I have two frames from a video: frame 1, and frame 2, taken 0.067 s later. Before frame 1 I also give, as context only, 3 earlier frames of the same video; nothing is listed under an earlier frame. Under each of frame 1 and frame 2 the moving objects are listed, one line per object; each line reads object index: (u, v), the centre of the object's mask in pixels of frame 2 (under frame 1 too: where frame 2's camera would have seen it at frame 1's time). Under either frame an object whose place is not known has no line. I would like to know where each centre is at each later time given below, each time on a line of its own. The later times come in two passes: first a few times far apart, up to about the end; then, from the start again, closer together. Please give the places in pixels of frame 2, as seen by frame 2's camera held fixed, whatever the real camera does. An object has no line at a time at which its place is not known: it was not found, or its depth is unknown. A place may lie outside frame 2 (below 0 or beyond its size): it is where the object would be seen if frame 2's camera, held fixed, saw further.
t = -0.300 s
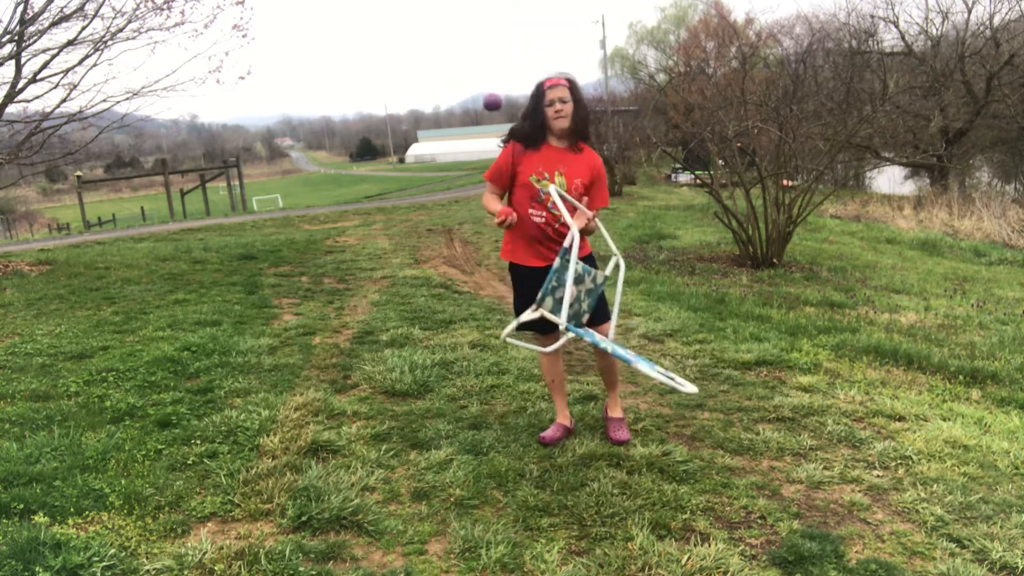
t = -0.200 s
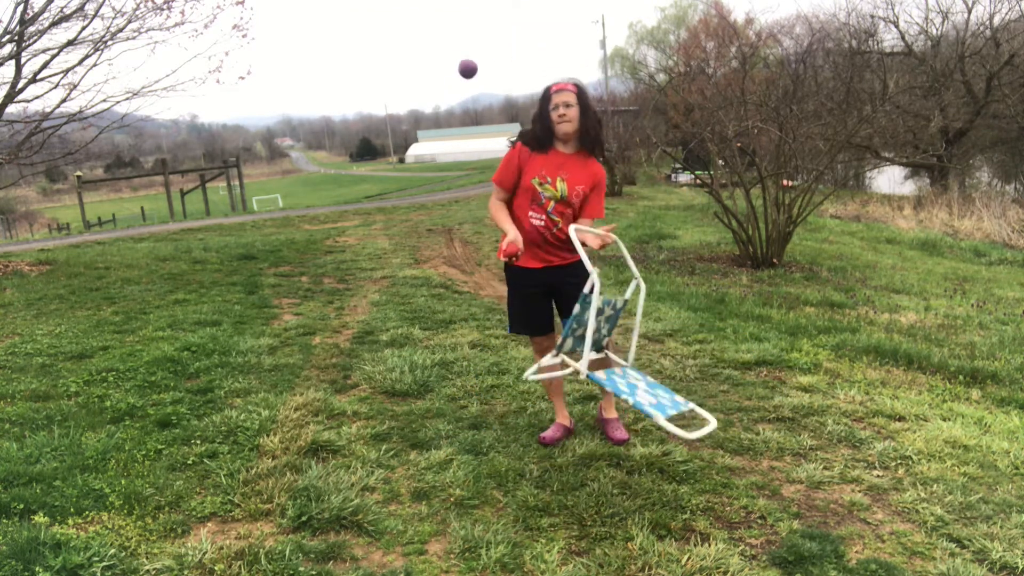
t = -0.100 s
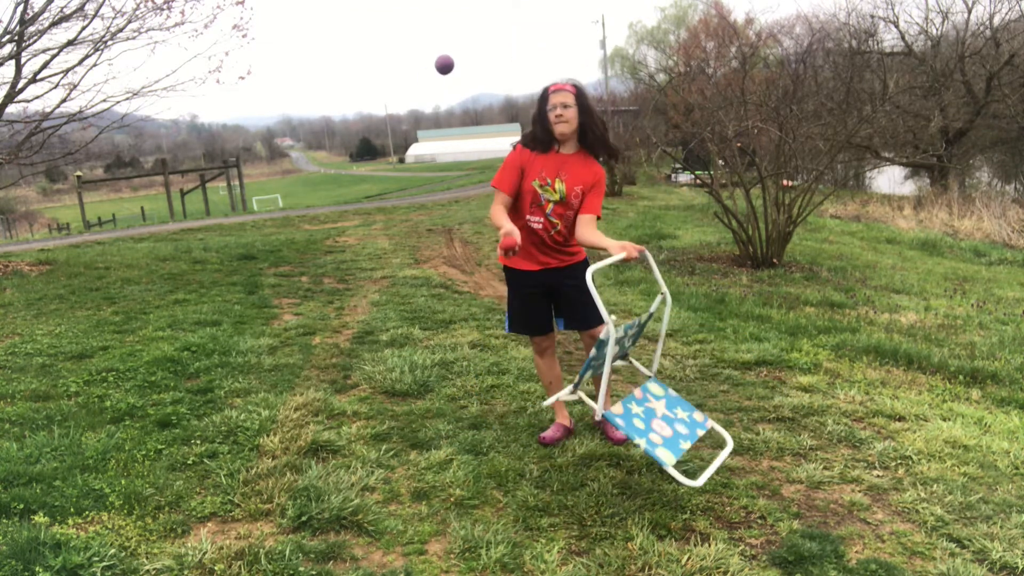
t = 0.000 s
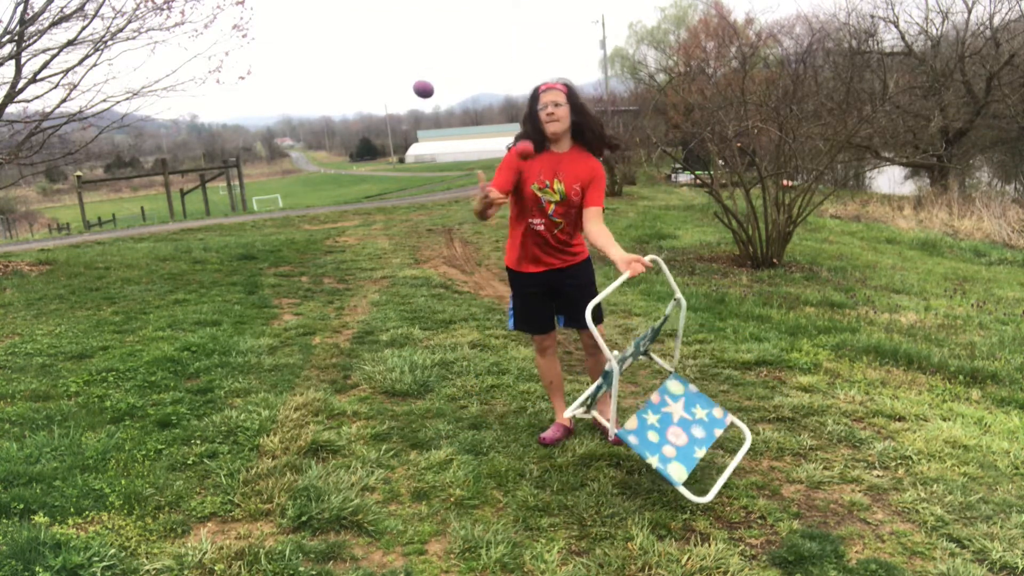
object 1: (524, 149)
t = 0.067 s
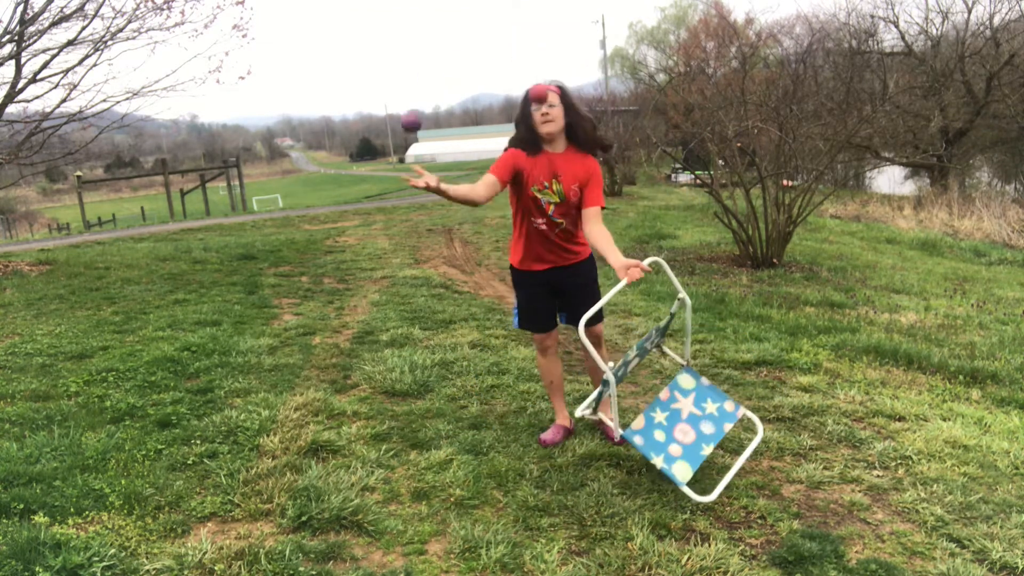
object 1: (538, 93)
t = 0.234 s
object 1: (580, 8)
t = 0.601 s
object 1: (690, 114)
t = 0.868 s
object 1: (770, 410)
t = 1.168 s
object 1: (830, 514)
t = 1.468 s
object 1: (859, 508)
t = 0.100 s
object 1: (546, 70)
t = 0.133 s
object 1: (554, 49)
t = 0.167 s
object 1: (563, 32)
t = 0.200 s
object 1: (572, 18)
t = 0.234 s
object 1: (580, 8)
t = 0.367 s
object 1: (619, 4)
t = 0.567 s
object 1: (680, 87)
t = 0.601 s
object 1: (690, 114)
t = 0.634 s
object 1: (701, 143)
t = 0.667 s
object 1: (711, 174)
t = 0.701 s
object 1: (720, 207)
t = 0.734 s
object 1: (731, 244)
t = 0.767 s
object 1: (741, 282)
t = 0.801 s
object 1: (750, 323)
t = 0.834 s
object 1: (760, 365)
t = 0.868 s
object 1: (770, 410)
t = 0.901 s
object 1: (780, 456)
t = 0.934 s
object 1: (788, 503)
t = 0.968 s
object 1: (796, 521)
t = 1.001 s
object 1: (802, 513)
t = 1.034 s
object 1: (808, 507)
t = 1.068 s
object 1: (813, 505)
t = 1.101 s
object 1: (819, 505)
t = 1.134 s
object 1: (825, 508)
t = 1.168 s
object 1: (830, 514)
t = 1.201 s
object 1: (834, 513)
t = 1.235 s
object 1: (838, 511)
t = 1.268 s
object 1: (842, 512)
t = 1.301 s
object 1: (845, 511)
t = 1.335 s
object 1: (847, 510)
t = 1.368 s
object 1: (852, 509)
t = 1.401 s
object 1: (854, 509)
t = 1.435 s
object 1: (857, 509)
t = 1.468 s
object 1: (859, 508)
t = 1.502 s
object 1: (861, 507)
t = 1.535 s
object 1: (862, 506)
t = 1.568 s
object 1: (864, 506)
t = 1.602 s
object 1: (865, 506)
